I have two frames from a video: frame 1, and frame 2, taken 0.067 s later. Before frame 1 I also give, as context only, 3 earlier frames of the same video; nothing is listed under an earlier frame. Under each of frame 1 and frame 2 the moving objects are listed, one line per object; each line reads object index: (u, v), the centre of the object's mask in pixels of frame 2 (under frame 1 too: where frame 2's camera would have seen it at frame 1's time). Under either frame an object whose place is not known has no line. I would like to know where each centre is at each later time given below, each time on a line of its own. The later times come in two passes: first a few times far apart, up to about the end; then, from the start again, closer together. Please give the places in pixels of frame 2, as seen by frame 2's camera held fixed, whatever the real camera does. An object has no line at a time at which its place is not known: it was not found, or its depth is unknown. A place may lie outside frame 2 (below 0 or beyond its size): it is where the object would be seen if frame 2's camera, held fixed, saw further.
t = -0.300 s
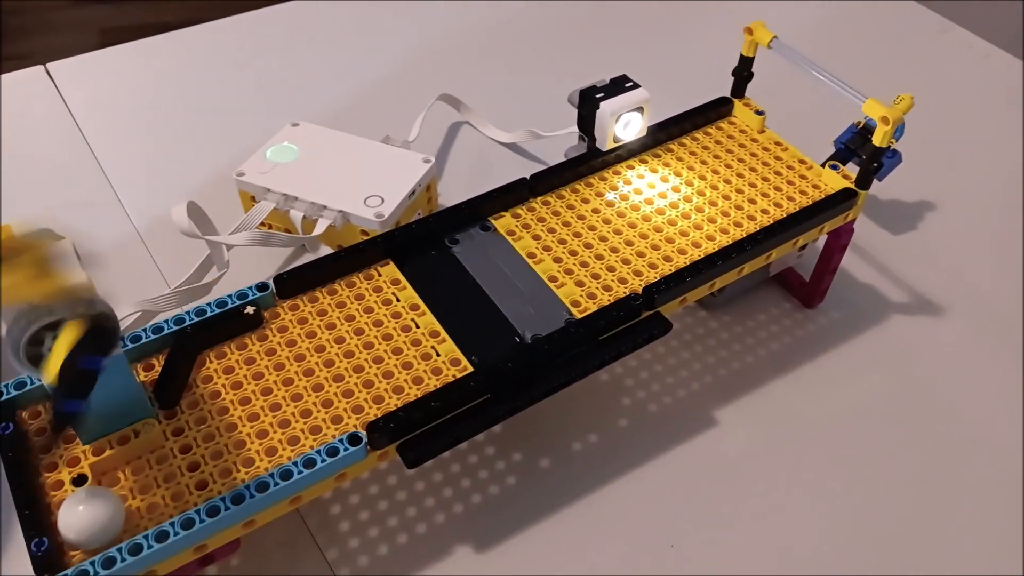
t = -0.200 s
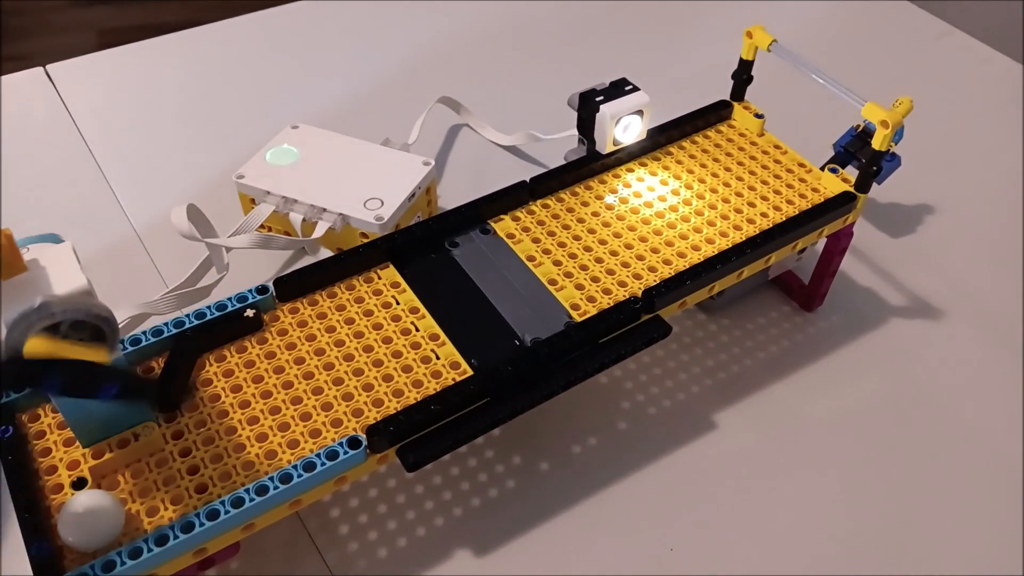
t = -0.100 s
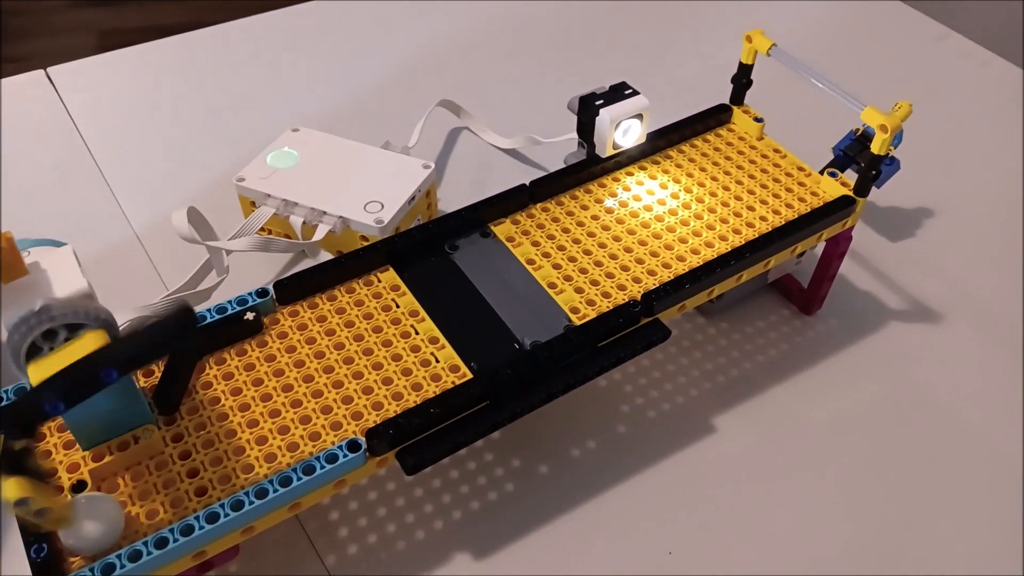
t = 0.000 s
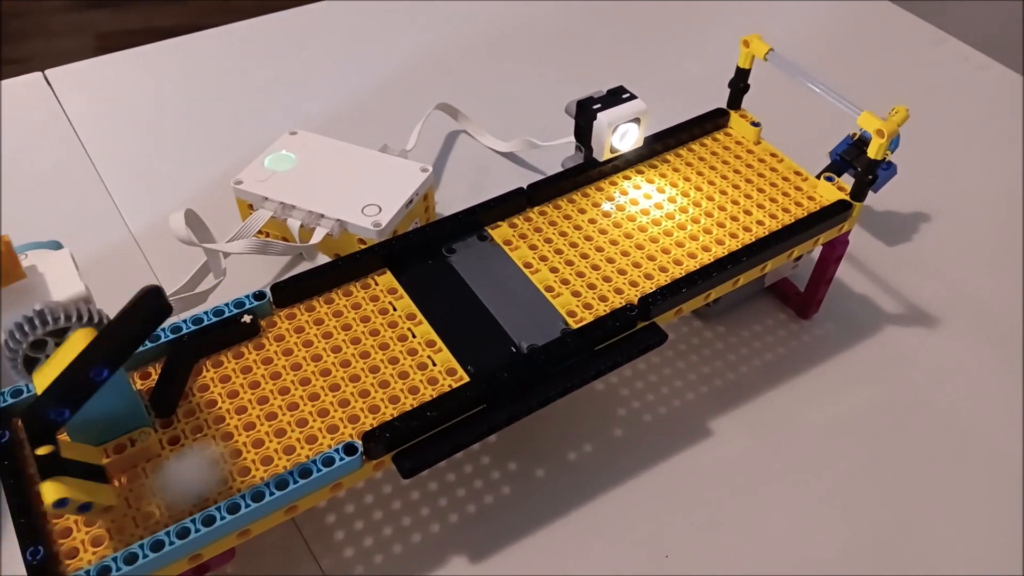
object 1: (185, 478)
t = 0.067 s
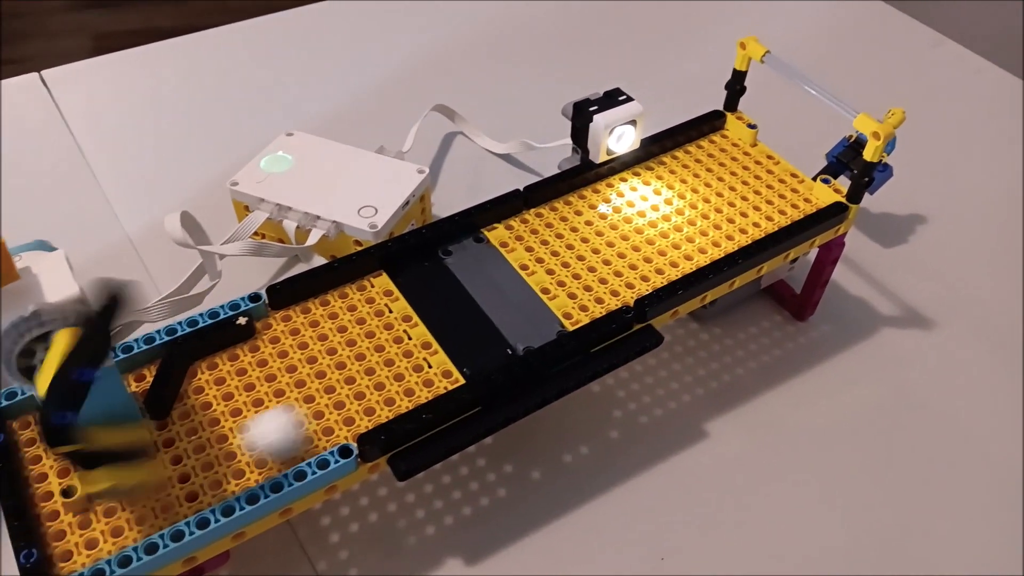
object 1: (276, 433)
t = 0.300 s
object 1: (410, 375)
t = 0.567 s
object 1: (472, 347)
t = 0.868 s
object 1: (453, 343)
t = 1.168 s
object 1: (358, 378)
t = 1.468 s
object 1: (181, 459)
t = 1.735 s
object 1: (73, 524)
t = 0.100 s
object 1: (309, 420)
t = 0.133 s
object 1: (332, 410)
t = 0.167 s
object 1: (351, 401)
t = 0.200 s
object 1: (368, 394)
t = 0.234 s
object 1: (382, 386)
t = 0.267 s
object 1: (395, 379)
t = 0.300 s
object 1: (410, 375)
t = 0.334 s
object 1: (422, 371)
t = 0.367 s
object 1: (434, 368)
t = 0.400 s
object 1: (444, 364)
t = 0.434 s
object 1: (452, 360)
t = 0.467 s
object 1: (458, 356)
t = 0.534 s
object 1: (468, 349)
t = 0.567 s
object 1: (472, 347)
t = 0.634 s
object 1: (476, 343)
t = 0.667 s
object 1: (475, 342)
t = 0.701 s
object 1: (475, 341)
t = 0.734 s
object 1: (473, 341)
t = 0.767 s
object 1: (470, 341)
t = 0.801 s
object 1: (466, 341)
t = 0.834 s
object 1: (460, 342)
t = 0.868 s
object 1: (453, 343)
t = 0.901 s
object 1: (445, 344)
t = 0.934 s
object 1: (437, 346)
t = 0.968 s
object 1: (428, 347)
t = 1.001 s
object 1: (418, 350)
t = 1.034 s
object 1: (406, 354)
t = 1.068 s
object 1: (395, 359)
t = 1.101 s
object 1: (385, 366)
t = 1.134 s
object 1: (372, 373)
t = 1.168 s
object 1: (358, 378)
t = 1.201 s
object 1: (342, 383)
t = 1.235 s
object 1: (325, 388)
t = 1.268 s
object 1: (308, 395)
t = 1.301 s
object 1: (290, 403)
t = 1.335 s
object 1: (270, 413)
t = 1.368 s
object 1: (249, 425)
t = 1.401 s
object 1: (228, 437)
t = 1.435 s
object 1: (205, 449)
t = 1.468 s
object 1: (181, 459)
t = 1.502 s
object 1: (155, 471)
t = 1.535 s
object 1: (130, 482)
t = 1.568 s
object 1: (109, 496)
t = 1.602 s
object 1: (108, 511)
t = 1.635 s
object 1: (100, 527)
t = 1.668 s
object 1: (87, 528)
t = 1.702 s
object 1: (73, 528)
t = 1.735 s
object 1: (73, 524)
